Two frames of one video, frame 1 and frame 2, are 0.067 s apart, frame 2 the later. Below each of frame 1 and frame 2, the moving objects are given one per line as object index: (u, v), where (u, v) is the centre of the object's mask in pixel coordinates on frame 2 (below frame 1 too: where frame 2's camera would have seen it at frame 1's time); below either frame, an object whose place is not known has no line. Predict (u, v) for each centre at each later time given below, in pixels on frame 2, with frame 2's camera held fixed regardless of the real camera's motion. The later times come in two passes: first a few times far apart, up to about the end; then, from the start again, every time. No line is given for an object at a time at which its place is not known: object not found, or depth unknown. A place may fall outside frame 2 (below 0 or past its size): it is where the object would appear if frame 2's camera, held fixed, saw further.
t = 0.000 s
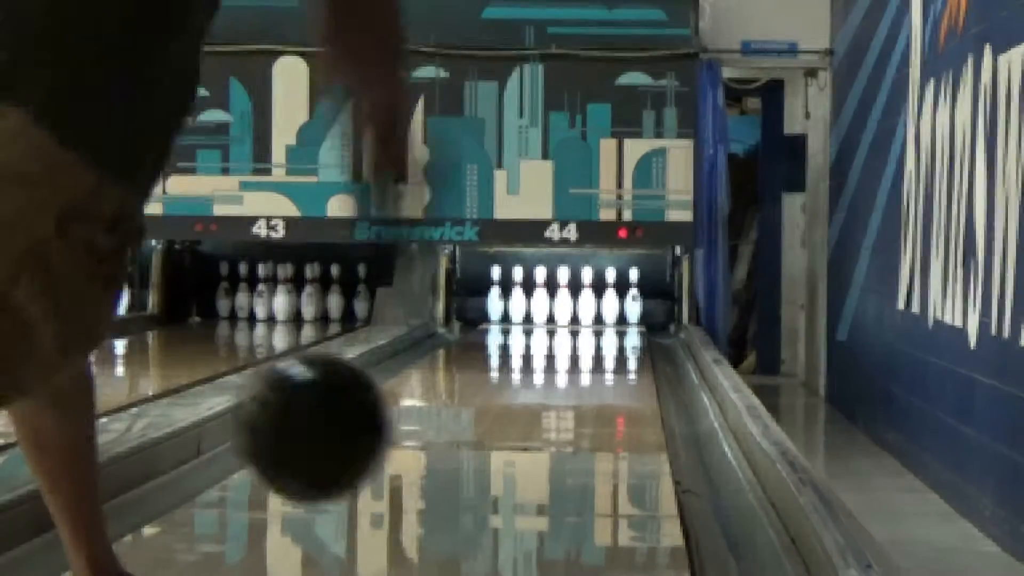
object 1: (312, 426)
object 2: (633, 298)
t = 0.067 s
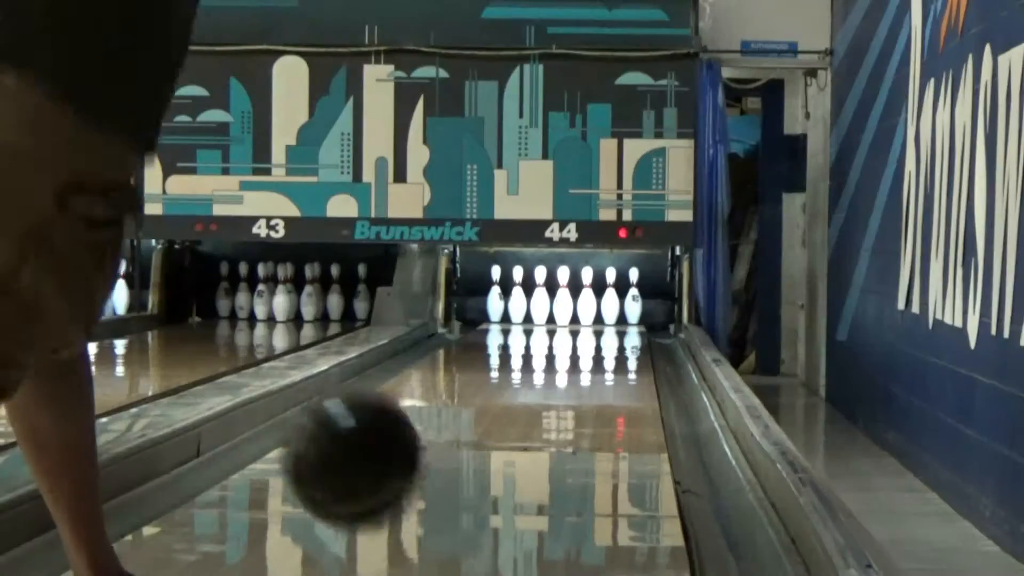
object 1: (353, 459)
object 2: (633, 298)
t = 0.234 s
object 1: (427, 475)
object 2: (633, 298)
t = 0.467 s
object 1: (490, 434)
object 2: (633, 298)
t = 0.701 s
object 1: (531, 402)
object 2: (633, 298)
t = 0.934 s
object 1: (558, 378)
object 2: (633, 298)
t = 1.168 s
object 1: (576, 358)
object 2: (633, 298)
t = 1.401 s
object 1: (591, 345)
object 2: (633, 298)
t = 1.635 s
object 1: (601, 335)
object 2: (633, 298)
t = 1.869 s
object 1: (603, 326)
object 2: (633, 298)
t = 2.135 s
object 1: (592, 318)
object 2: (633, 298)
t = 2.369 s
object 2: (633, 298)
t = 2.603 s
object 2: (637, 285)
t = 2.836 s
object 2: (661, 323)
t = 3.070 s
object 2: (659, 326)
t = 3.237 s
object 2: (661, 328)
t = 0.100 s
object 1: (370, 481)
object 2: (633, 298)
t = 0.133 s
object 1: (388, 508)
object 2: (633, 298)
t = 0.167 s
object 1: (402, 492)
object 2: (633, 298)
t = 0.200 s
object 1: (416, 482)
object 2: (633, 298)
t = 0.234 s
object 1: (427, 475)
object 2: (633, 298)
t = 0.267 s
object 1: (439, 473)
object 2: (633, 298)
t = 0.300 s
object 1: (449, 466)
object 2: (633, 298)
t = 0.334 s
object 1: (458, 460)
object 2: (633, 298)
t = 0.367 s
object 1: (467, 453)
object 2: (633, 298)
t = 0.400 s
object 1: (475, 446)
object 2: (633, 298)
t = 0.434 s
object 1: (483, 440)
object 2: (633, 298)
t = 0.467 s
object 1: (490, 434)
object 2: (633, 298)
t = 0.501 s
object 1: (497, 428)
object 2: (633, 298)
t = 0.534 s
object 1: (504, 423)
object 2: (633, 298)
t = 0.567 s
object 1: (510, 418)
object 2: (633, 298)
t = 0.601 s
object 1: (515, 414)
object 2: (633, 298)
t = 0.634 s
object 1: (521, 409)
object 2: (633, 298)
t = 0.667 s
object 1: (526, 406)
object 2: (633, 298)
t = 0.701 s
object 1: (531, 402)
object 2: (633, 298)
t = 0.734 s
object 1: (535, 399)
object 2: (633, 298)
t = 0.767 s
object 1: (540, 395)
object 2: (633, 298)
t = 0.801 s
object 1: (544, 391)
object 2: (633, 298)
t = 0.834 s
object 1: (547, 388)
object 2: (633, 298)
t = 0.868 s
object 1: (551, 384)
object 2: (633, 298)
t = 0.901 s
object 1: (554, 381)
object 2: (633, 298)
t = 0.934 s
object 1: (558, 378)
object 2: (633, 298)
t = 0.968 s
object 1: (561, 374)
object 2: (633, 298)
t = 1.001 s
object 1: (564, 372)
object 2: (633, 298)
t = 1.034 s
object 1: (567, 369)
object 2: (633, 298)
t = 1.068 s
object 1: (570, 366)
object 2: (633, 298)
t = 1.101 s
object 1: (572, 364)
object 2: (633, 298)
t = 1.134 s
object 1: (575, 361)
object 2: (633, 298)
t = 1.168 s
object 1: (576, 358)
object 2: (633, 298)
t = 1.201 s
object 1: (579, 356)
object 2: (633, 298)
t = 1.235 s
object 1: (581, 354)
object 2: (633, 298)
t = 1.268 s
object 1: (583, 352)
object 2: (633, 298)
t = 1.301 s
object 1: (586, 350)
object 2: (633, 298)
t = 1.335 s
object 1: (588, 349)
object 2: (633, 298)
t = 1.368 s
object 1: (589, 347)
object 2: (633, 298)
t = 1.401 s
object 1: (591, 345)
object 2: (633, 298)
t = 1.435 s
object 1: (593, 344)
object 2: (633, 298)
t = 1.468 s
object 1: (594, 342)
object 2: (633, 298)
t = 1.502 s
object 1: (595, 341)
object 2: (633, 298)
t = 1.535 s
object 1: (597, 340)
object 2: (633, 298)
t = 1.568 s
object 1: (598, 338)
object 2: (633, 298)
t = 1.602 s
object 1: (599, 337)
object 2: (633, 298)
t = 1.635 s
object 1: (601, 335)
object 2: (633, 298)
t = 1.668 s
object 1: (601, 333)
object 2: (633, 298)
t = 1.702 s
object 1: (602, 332)
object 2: (633, 298)
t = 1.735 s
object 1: (603, 331)
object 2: (633, 298)
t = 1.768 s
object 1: (603, 330)
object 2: (633, 298)
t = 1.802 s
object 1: (603, 328)
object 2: (633, 298)
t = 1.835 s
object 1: (603, 327)
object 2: (633, 298)
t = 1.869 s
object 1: (603, 326)
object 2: (633, 298)
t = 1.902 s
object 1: (602, 324)
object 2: (633, 298)
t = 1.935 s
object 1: (601, 323)
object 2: (633, 298)
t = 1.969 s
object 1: (600, 322)
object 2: (633, 298)
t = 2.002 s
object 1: (599, 321)
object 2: (633, 298)
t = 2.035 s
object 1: (598, 320)
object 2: (633, 298)
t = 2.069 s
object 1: (596, 319)
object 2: (633, 298)
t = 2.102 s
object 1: (594, 318)
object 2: (633, 298)
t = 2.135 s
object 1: (592, 318)
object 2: (633, 298)
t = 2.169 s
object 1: (590, 317)
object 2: (633, 298)
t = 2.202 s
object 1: (587, 316)
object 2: (633, 298)
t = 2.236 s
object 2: (633, 298)
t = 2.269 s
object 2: (633, 298)
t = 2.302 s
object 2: (633, 298)
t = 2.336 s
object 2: (633, 298)
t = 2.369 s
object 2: (633, 298)
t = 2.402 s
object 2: (633, 298)
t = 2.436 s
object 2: (633, 298)
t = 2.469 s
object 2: (633, 298)
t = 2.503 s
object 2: (633, 298)
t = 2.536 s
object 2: (633, 298)
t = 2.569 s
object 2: (636, 293)
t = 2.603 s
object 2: (637, 285)
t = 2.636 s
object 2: (646, 301)
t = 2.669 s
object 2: (652, 305)
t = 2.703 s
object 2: (662, 310)
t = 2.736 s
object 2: (668, 314)
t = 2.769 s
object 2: (662, 316)
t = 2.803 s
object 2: (661, 323)
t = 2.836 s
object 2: (661, 323)
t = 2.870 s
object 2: (662, 323)
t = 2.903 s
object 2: (661, 324)
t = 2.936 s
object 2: (660, 323)
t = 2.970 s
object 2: (659, 324)
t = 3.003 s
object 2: (659, 324)
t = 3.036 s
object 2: (659, 324)
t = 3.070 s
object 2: (659, 326)
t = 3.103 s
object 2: (660, 327)
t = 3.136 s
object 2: (659, 326)
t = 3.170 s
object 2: (659, 327)
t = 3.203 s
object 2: (660, 327)
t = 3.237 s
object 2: (661, 328)
